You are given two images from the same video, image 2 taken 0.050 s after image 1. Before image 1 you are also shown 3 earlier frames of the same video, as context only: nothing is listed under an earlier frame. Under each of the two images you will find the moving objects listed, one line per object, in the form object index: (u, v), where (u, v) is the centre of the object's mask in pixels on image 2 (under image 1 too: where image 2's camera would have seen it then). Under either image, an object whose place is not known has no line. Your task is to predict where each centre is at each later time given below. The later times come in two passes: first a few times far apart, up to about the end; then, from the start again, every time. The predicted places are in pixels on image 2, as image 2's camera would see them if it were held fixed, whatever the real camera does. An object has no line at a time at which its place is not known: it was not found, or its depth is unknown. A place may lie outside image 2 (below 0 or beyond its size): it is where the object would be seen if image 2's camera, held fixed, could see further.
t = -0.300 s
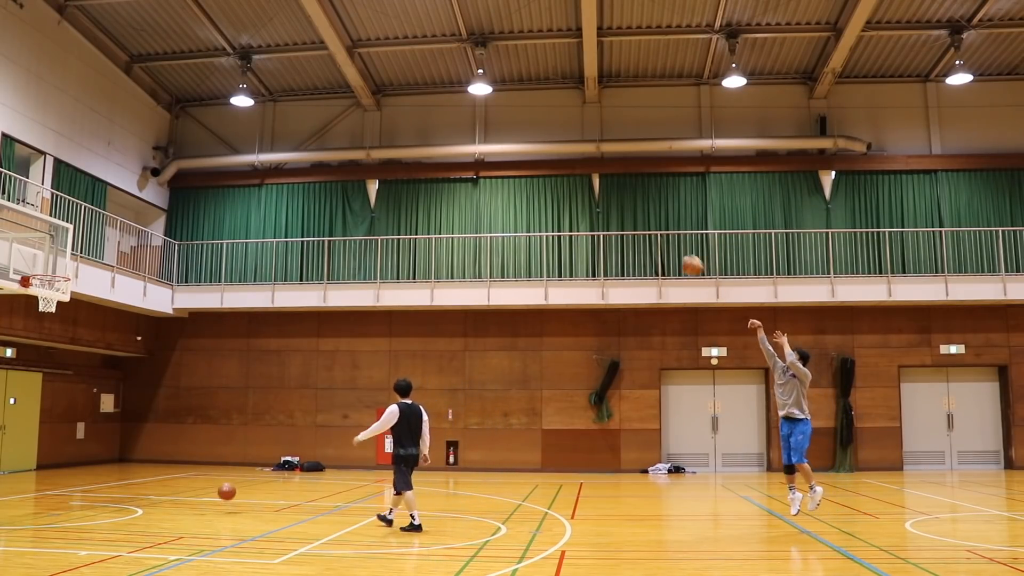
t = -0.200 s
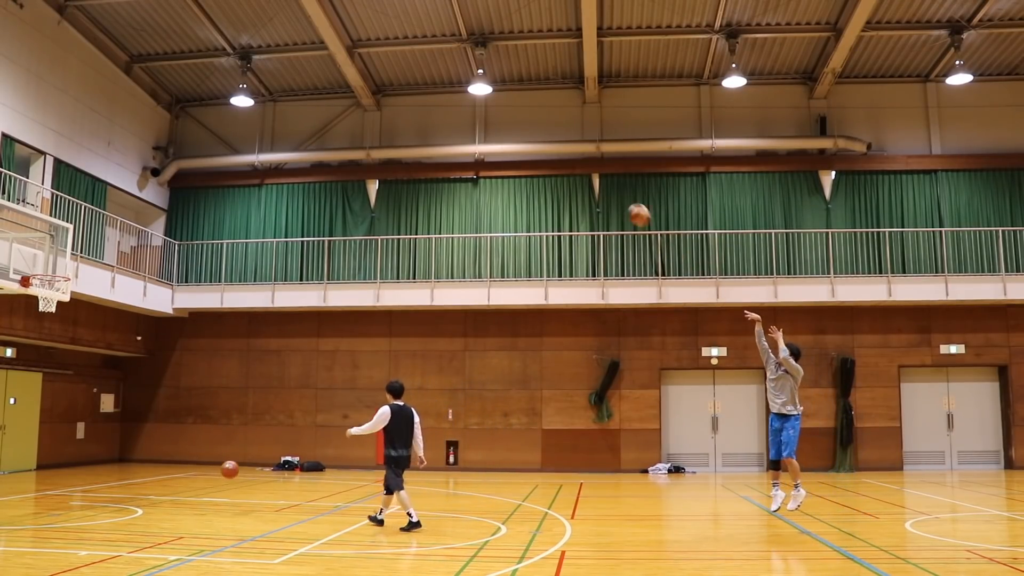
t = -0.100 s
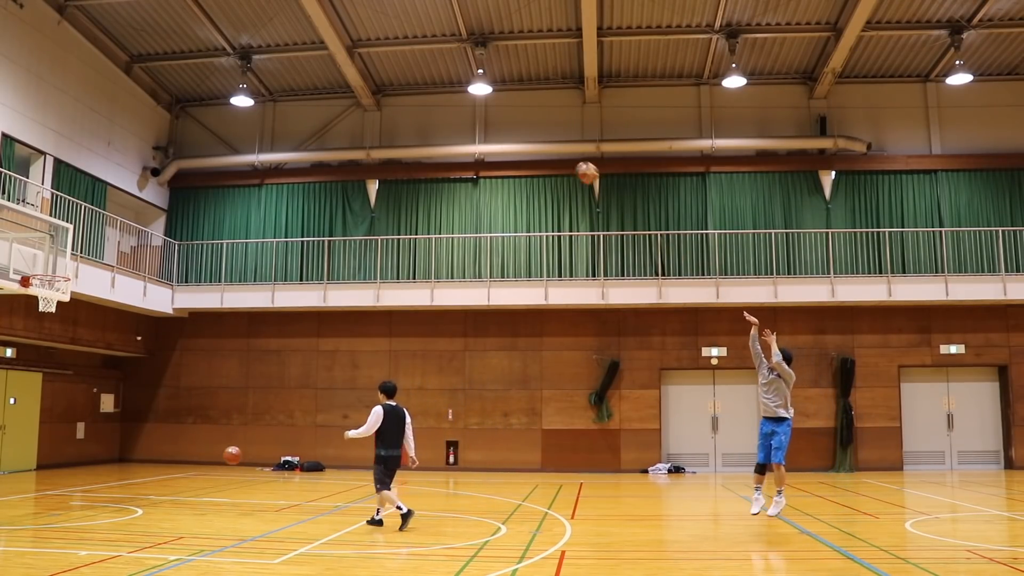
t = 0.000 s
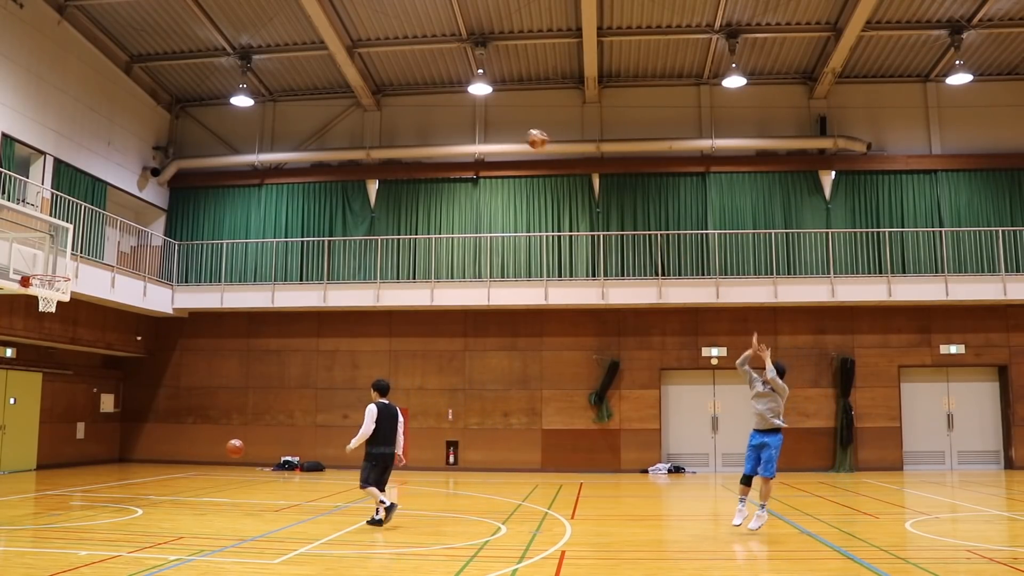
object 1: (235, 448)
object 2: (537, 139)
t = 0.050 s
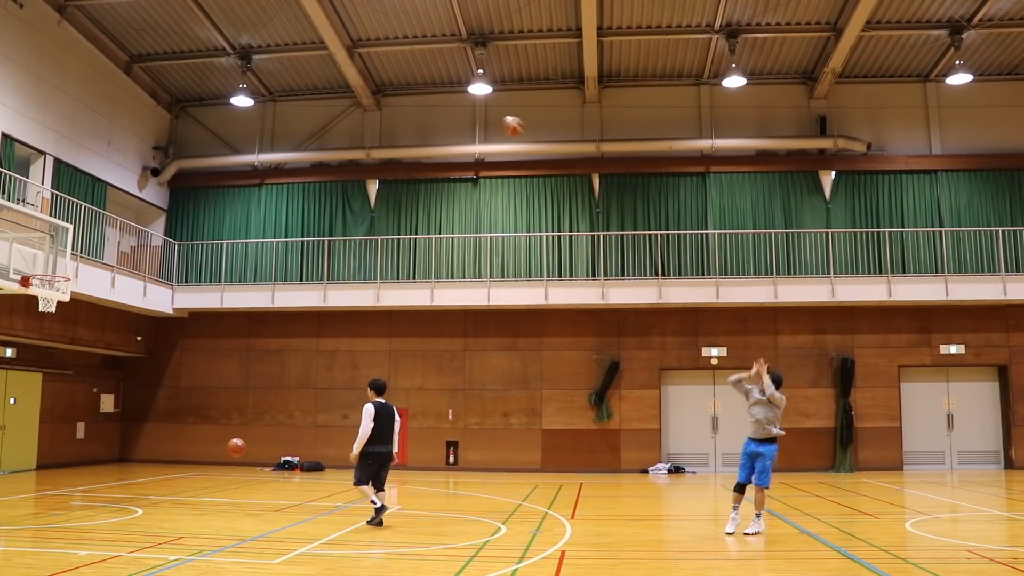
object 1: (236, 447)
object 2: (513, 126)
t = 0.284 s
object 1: (241, 466)
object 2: (401, 91)
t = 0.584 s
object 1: (249, 478)
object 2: (267, 107)
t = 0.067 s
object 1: (237, 447)
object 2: (505, 122)
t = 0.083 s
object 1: (237, 448)
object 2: (496, 118)
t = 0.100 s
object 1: (238, 448)
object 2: (489, 115)
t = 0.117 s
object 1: (238, 448)
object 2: (480, 112)
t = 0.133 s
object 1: (238, 449)
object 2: (473, 109)
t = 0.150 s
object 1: (239, 450)
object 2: (465, 106)
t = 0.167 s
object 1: (239, 452)
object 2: (456, 104)
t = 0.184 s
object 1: (239, 454)
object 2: (449, 101)
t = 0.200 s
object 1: (240, 455)
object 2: (441, 99)
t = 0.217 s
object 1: (240, 457)
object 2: (433, 97)
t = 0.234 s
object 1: (240, 459)
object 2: (425, 95)
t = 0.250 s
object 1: (241, 461)
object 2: (418, 94)
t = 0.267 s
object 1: (241, 464)
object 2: (410, 92)
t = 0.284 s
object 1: (241, 466)
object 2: (401, 91)
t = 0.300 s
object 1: (241, 469)
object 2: (394, 90)
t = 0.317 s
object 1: (241, 473)
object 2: (386, 90)
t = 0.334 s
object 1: (242, 476)
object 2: (379, 90)
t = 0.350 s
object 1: (242, 479)
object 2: (371, 90)
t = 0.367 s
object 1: (242, 483)
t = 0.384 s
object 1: (243, 487)
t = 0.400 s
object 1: (243, 491)
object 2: (348, 89)
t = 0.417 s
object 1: (244, 495)
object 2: (341, 90)
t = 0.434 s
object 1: (244, 500)
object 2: (334, 91)
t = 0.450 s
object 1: (244, 502)
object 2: (326, 92)
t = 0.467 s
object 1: (245, 499)
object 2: (318, 93)
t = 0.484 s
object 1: (245, 495)
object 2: (311, 94)
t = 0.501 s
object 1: (246, 492)
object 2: (304, 95)
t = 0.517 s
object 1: (246, 489)
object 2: (296, 98)
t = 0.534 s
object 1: (247, 486)
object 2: (289, 100)
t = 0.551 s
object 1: (247, 483)
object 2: (282, 102)
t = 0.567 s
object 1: (248, 480)
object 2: (274, 104)
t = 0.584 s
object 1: (249, 478)
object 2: (267, 107)
